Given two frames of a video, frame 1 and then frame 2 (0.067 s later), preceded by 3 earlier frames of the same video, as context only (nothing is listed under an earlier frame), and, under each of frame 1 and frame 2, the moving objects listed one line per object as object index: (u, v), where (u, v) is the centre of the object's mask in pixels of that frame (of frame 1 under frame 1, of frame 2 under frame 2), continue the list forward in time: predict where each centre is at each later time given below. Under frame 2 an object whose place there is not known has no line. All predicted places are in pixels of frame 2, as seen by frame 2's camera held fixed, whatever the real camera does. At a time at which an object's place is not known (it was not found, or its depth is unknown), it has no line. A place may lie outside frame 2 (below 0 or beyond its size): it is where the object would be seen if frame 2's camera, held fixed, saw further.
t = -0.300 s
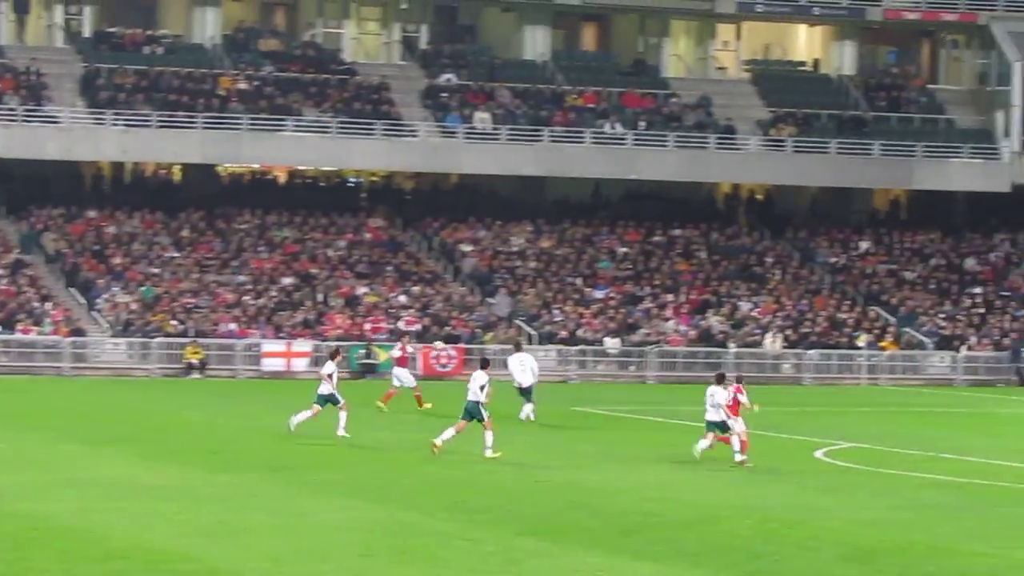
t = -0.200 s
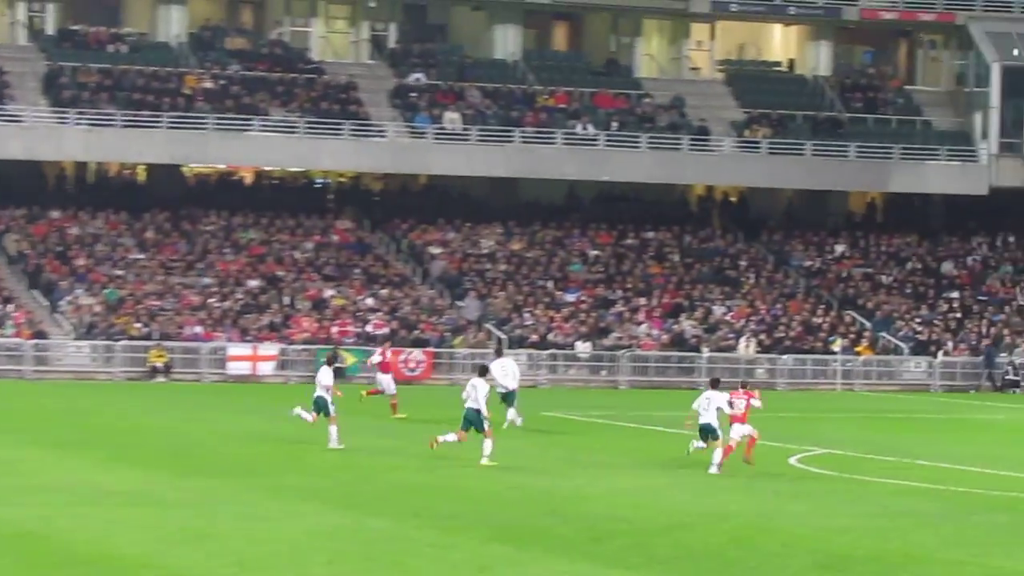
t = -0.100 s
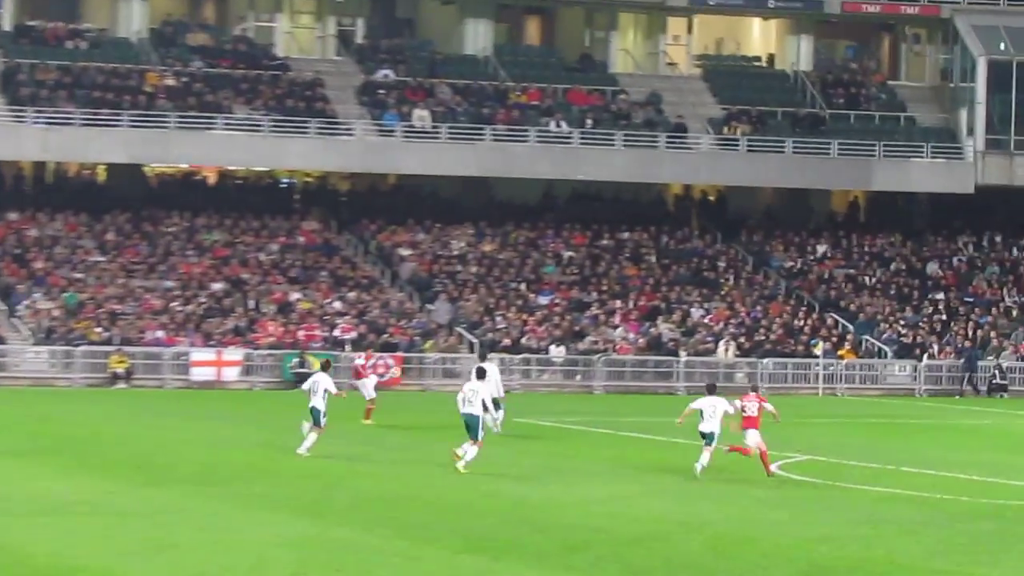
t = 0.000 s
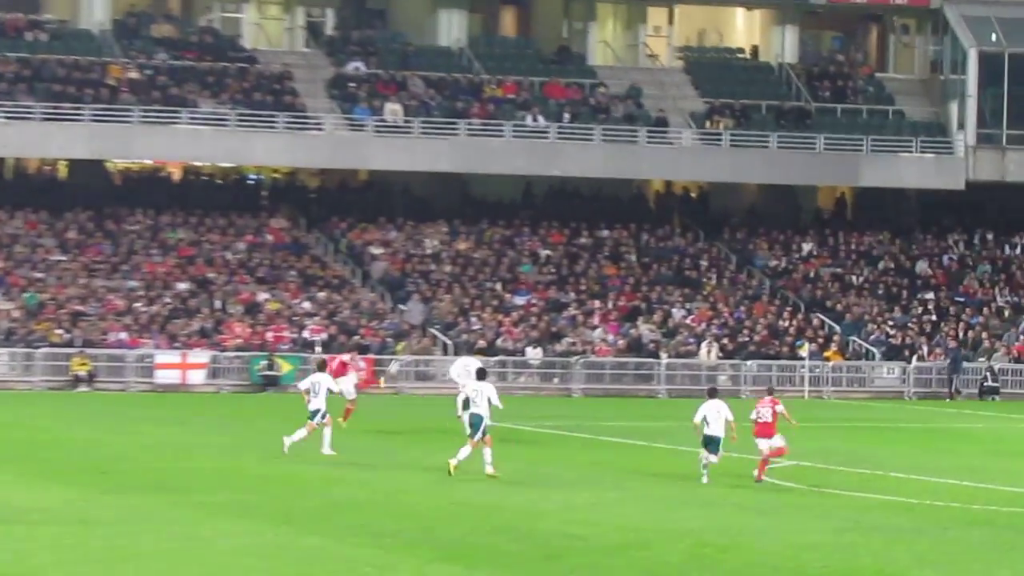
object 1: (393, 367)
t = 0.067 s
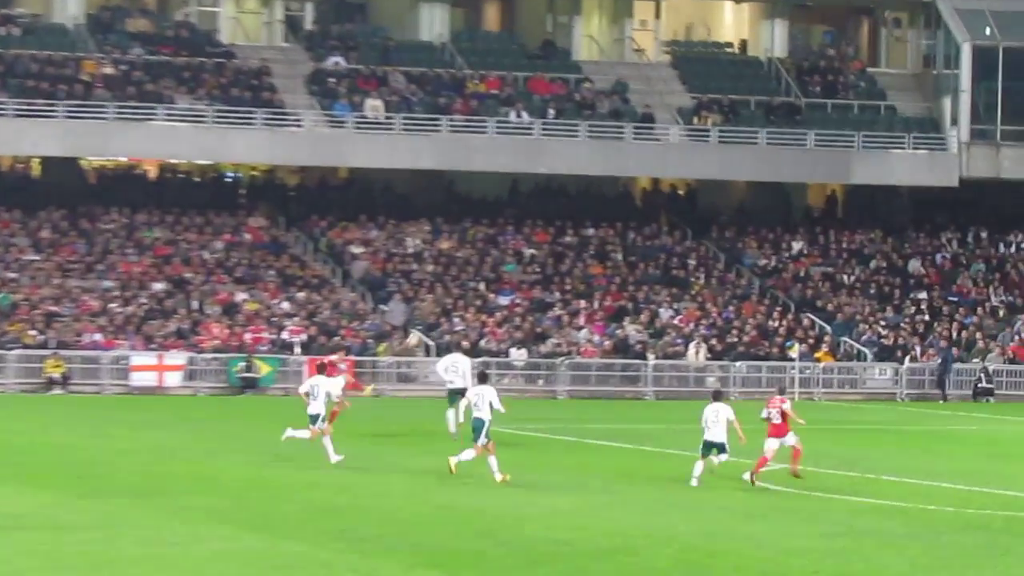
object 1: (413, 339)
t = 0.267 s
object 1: (526, 264)
